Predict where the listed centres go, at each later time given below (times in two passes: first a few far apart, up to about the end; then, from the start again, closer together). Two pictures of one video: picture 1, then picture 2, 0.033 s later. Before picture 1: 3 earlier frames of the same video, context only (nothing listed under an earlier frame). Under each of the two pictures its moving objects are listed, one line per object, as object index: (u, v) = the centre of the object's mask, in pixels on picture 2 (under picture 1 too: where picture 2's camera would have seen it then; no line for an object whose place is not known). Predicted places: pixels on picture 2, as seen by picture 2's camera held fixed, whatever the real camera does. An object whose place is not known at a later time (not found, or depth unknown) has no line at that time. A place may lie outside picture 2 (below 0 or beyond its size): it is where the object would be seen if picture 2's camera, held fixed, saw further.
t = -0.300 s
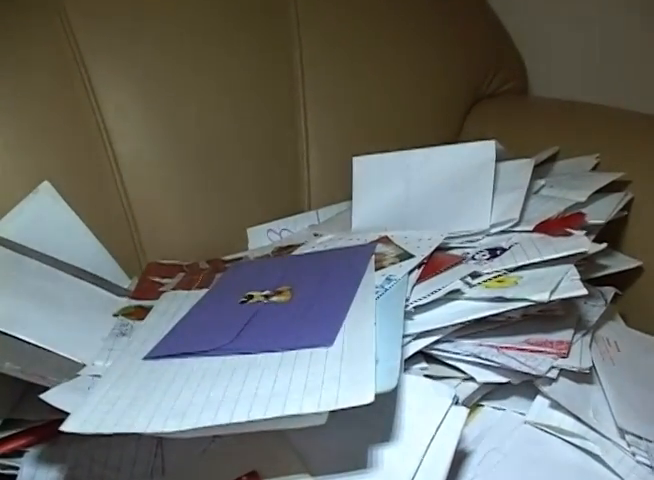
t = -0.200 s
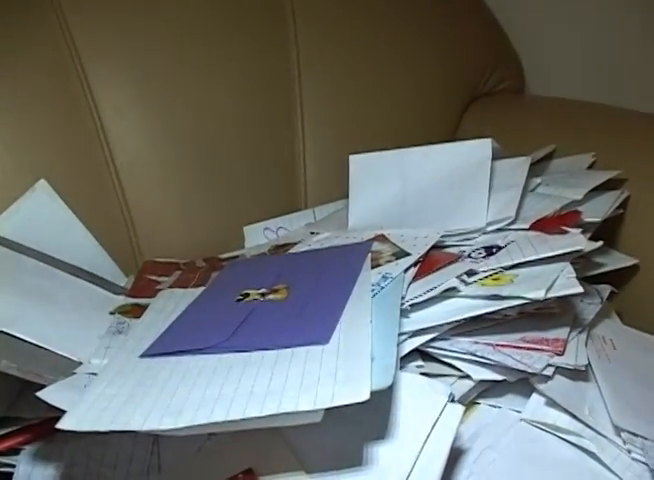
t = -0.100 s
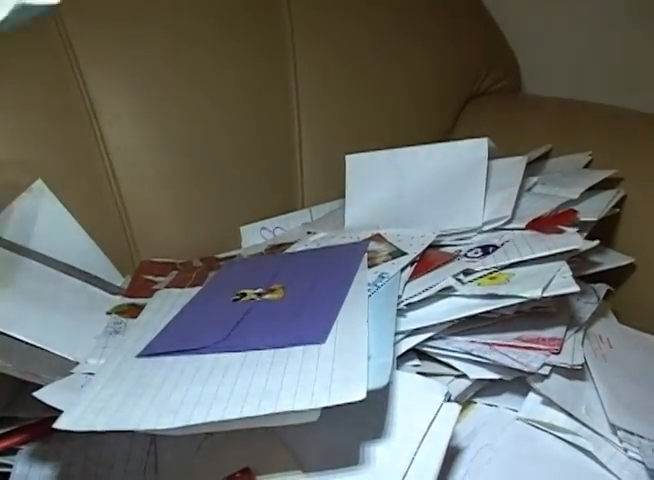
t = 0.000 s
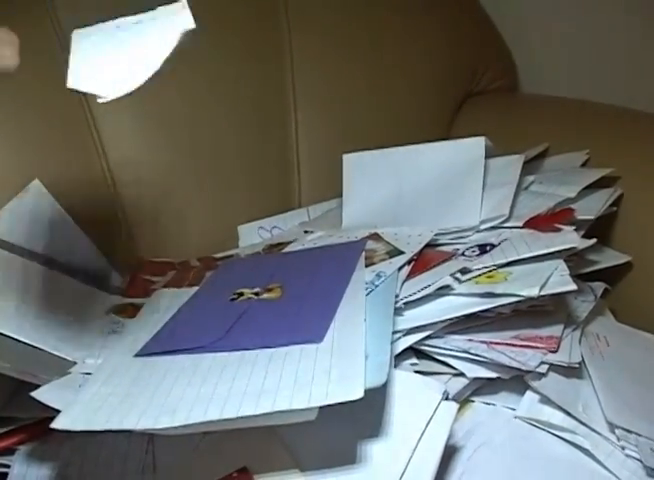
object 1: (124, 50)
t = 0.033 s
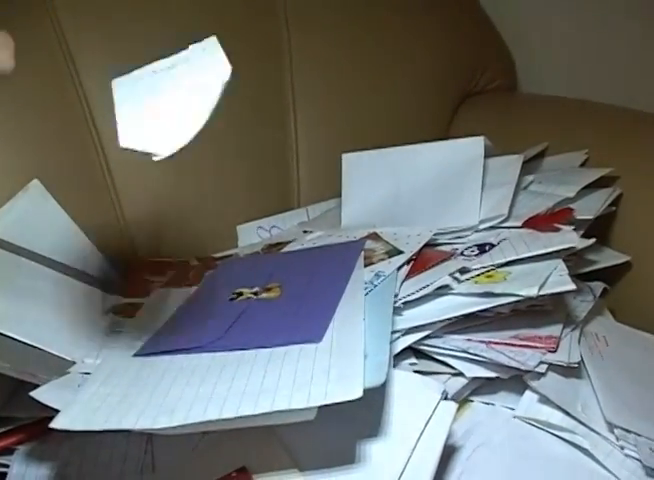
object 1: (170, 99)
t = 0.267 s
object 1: (269, 339)
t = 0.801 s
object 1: (269, 339)
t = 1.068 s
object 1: (269, 339)
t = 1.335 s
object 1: (269, 340)
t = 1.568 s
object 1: (268, 340)
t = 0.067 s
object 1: (208, 158)
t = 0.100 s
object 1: (238, 226)
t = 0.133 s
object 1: (262, 302)
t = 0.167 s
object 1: (270, 340)
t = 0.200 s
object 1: (270, 340)
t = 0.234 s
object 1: (269, 339)
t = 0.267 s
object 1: (269, 339)
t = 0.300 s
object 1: (269, 339)
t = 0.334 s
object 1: (269, 339)
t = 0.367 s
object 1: (269, 339)
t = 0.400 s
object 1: (269, 339)
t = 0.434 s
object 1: (269, 339)
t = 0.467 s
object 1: (269, 339)
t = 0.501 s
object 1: (269, 339)
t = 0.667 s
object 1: (269, 339)
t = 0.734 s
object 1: (269, 339)
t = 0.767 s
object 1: (269, 339)
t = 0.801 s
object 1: (269, 339)
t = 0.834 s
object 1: (269, 339)
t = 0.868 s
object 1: (269, 339)
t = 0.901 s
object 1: (269, 339)
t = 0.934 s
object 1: (269, 339)
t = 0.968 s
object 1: (269, 339)
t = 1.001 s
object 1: (269, 339)
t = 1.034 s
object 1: (269, 339)
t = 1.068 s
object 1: (269, 339)
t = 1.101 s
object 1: (269, 339)
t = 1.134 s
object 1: (269, 339)
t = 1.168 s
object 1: (269, 339)
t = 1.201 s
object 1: (269, 339)
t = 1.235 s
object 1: (269, 340)
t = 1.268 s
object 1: (269, 340)
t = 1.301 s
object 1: (269, 340)
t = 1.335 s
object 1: (269, 340)
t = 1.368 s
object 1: (269, 340)
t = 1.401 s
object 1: (269, 340)
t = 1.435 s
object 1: (269, 340)
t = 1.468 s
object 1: (269, 340)
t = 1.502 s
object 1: (269, 340)
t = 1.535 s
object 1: (269, 340)
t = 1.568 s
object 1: (268, 340)
